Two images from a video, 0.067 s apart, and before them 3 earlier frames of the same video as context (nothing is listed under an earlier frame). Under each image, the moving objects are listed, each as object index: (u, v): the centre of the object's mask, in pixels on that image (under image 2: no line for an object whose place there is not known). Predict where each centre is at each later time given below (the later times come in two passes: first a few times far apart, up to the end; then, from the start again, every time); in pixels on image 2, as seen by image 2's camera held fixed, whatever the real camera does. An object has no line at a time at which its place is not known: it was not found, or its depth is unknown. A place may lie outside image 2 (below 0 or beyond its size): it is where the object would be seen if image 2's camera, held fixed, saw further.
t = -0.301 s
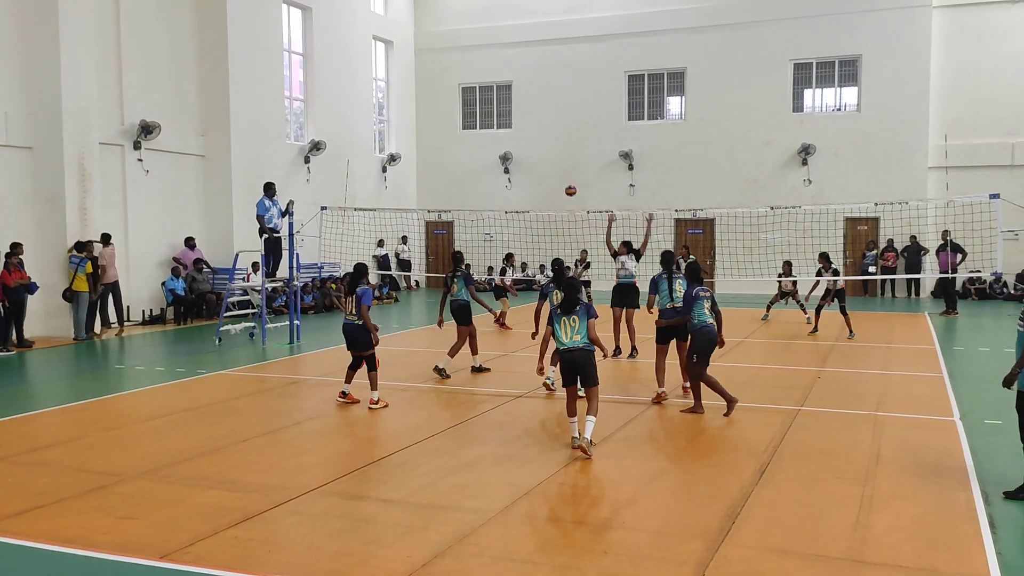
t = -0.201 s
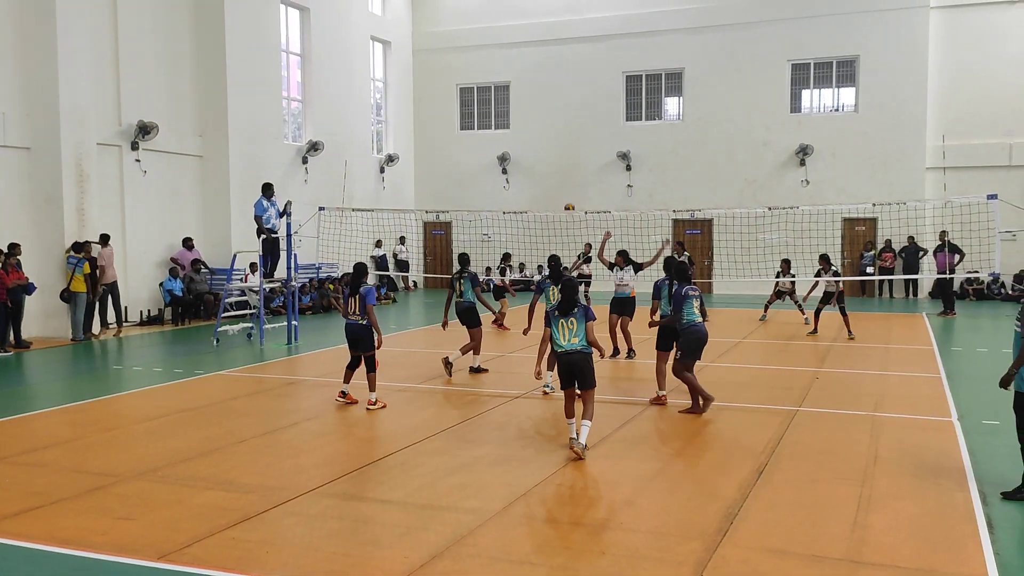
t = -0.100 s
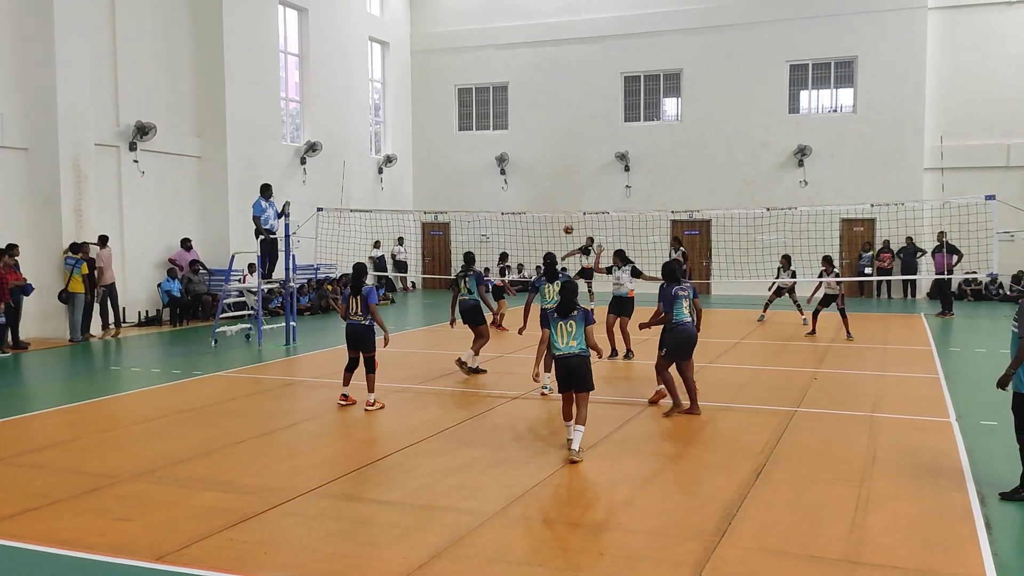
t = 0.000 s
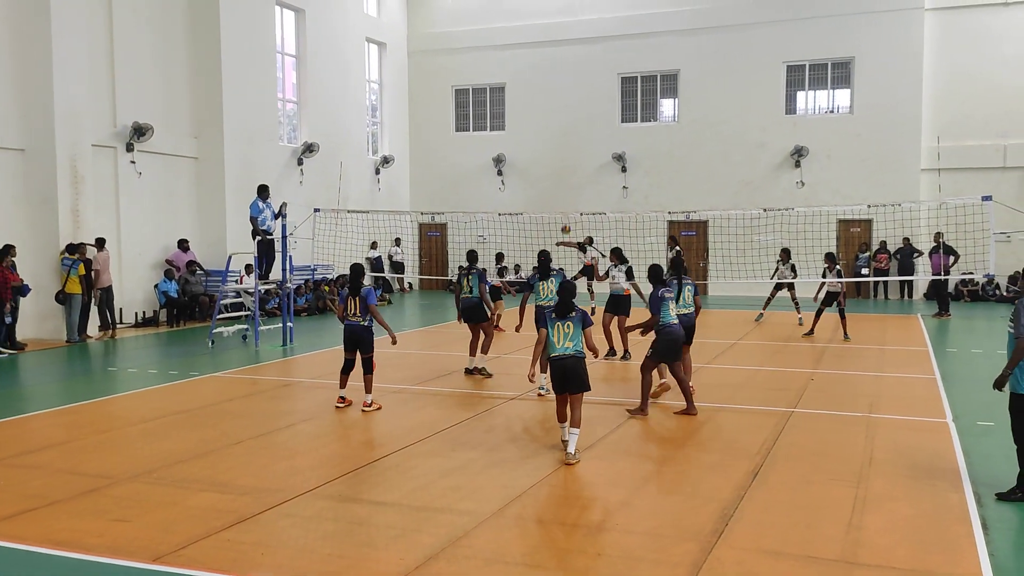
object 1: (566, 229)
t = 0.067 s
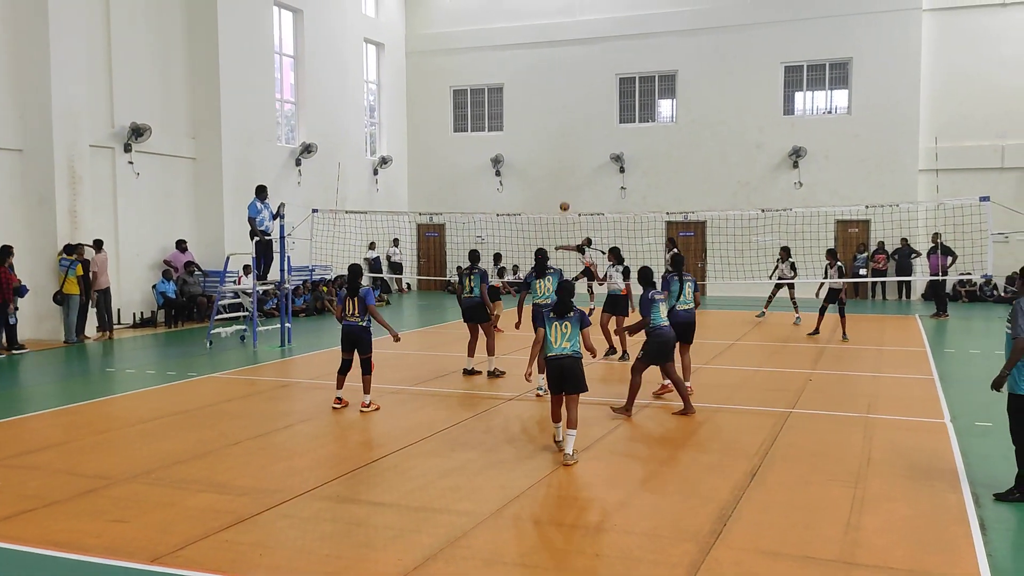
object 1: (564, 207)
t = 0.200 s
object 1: (565, 165)
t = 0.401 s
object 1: (568, 114)
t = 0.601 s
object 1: (570, 81)
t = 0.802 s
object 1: (574, 67)
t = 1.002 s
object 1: (578, 74)
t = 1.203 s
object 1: (580, 104)
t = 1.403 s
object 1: (584, 158)
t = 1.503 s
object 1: (586, 196)
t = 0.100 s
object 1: (565, 195)
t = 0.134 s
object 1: (565, 185)
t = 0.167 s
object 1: (565, 174)
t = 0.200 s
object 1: (565, 165)
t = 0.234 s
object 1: (566, 156)
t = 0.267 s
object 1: (566, 146)
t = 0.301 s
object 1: (566, 138)
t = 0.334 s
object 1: (566, 129)
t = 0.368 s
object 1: (567, 122)
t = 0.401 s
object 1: (568, 114)
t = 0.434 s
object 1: (568, 108)
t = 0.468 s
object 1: (568, 102)
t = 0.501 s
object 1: (569, 96)
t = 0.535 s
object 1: (569, 91)
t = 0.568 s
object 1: (570, 86)
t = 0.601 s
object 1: (570, 81)
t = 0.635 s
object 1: (571, 78)
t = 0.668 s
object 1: (571, 75)
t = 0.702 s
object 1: (572, 72)
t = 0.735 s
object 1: (573, 70)
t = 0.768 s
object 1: (573, 68)
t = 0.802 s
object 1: (574, 67)
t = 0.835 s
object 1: (575, 67)
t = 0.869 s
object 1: (576, 67)
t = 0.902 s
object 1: (576, 68)
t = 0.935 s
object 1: (577, 69)
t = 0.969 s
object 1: (577, 71)
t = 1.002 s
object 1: (578, 74)
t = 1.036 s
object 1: (578, 77)
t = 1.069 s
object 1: (579, 82)
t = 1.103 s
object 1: (579, 86)
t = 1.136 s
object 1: (579, 91)
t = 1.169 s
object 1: (580, 97)
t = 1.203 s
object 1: (580, 104)
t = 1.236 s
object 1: (581, 111)
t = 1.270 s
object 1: (581, 119)
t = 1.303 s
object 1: (582, 128)
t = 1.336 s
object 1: (583, 137)
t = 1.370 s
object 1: (583, 148)
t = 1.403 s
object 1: (584, 158)
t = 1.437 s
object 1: (584, 170)
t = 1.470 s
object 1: (585, 183)
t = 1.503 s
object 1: (586, 196)
